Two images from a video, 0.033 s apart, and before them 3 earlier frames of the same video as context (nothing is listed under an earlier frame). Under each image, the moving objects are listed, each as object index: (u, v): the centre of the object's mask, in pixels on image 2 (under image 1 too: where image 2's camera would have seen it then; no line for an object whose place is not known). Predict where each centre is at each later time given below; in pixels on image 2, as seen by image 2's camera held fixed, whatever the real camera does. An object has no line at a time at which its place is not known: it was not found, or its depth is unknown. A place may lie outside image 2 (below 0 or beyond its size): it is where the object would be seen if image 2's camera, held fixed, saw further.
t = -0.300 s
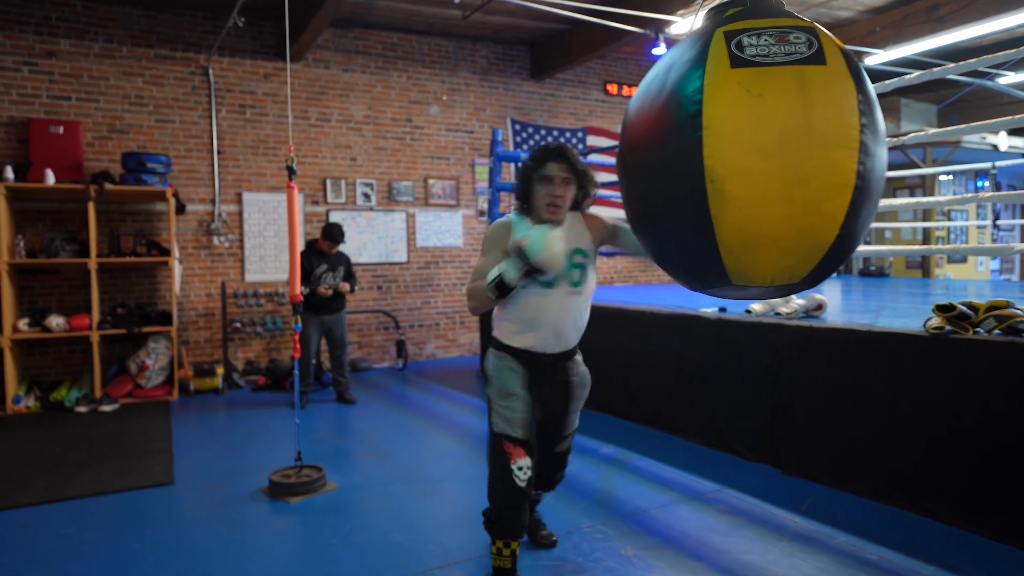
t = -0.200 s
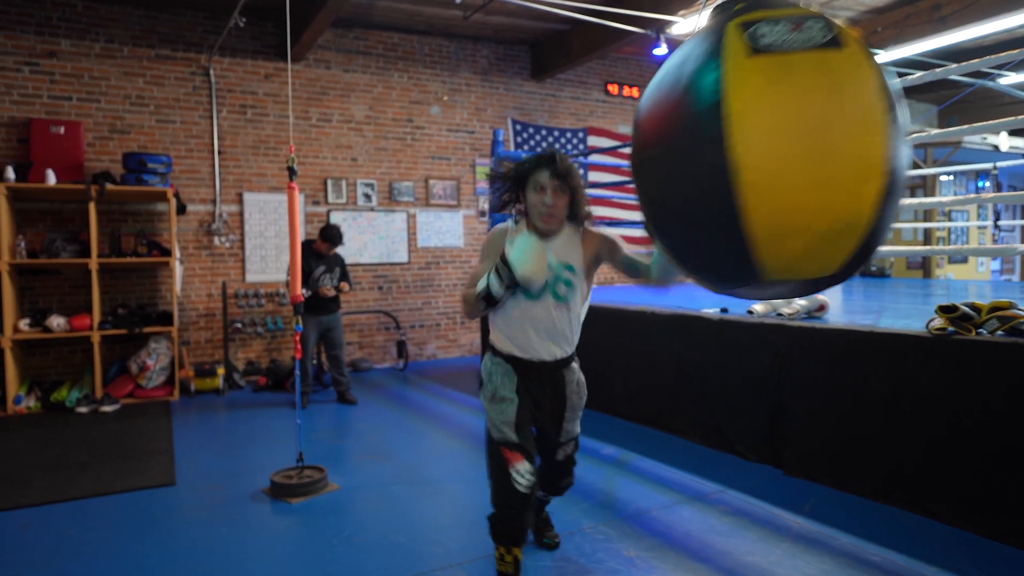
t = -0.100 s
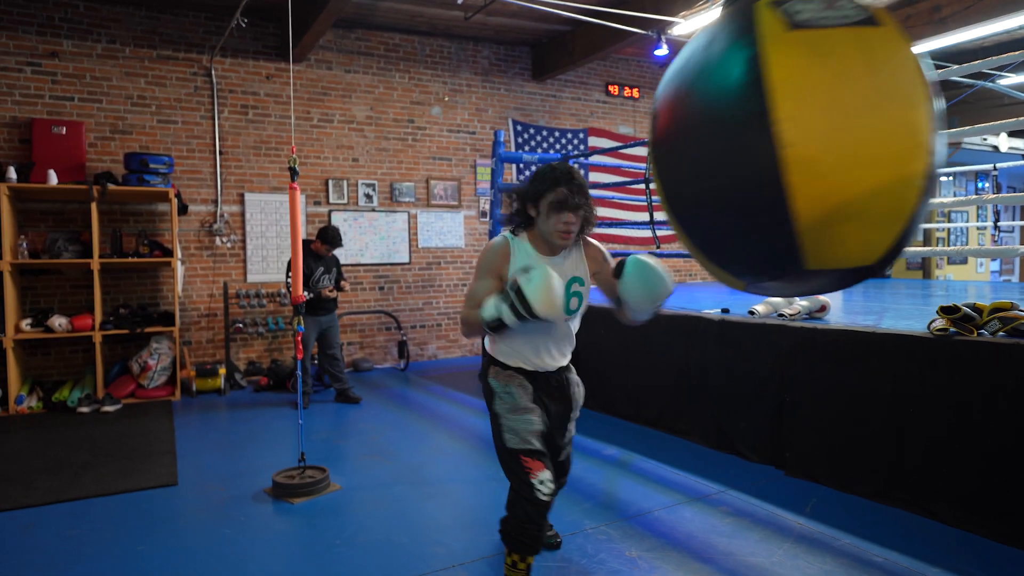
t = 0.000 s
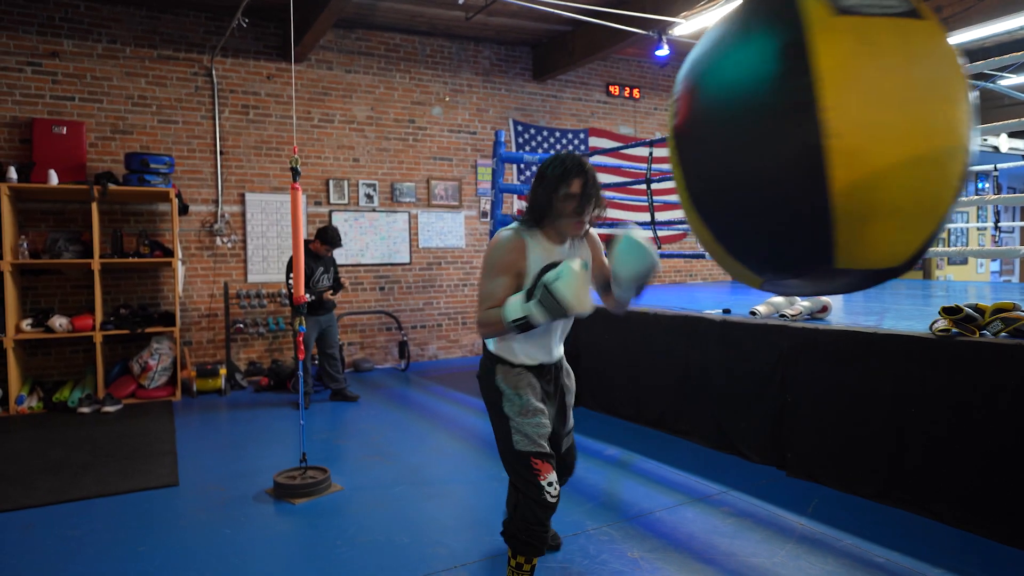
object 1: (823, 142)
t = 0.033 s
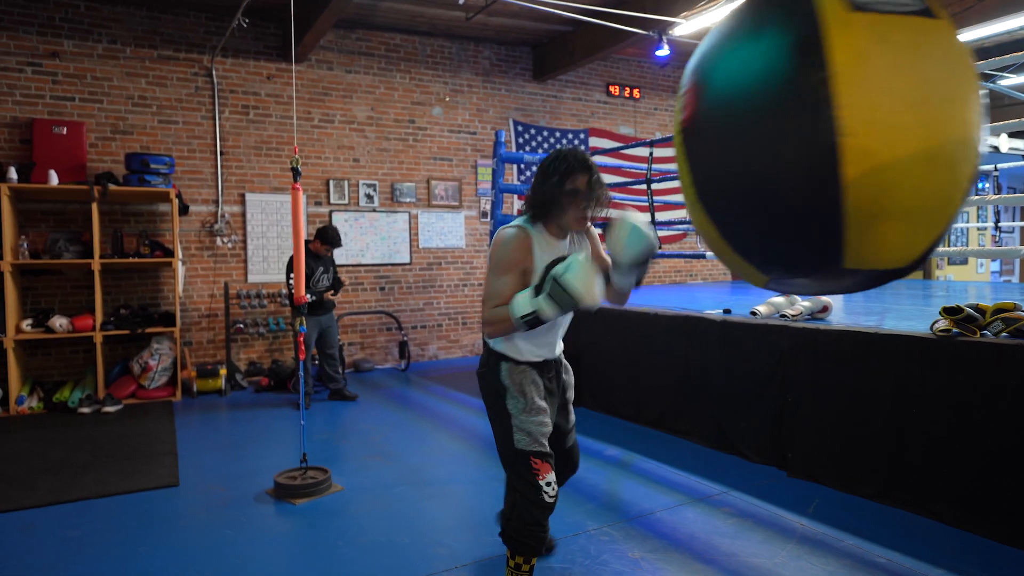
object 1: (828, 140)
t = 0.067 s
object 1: (833, 139)
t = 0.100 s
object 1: (837, 138)
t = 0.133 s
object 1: (840, 138)
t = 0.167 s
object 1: (843, 138)
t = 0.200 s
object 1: (846, 138)
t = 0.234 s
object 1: (847, 138)
